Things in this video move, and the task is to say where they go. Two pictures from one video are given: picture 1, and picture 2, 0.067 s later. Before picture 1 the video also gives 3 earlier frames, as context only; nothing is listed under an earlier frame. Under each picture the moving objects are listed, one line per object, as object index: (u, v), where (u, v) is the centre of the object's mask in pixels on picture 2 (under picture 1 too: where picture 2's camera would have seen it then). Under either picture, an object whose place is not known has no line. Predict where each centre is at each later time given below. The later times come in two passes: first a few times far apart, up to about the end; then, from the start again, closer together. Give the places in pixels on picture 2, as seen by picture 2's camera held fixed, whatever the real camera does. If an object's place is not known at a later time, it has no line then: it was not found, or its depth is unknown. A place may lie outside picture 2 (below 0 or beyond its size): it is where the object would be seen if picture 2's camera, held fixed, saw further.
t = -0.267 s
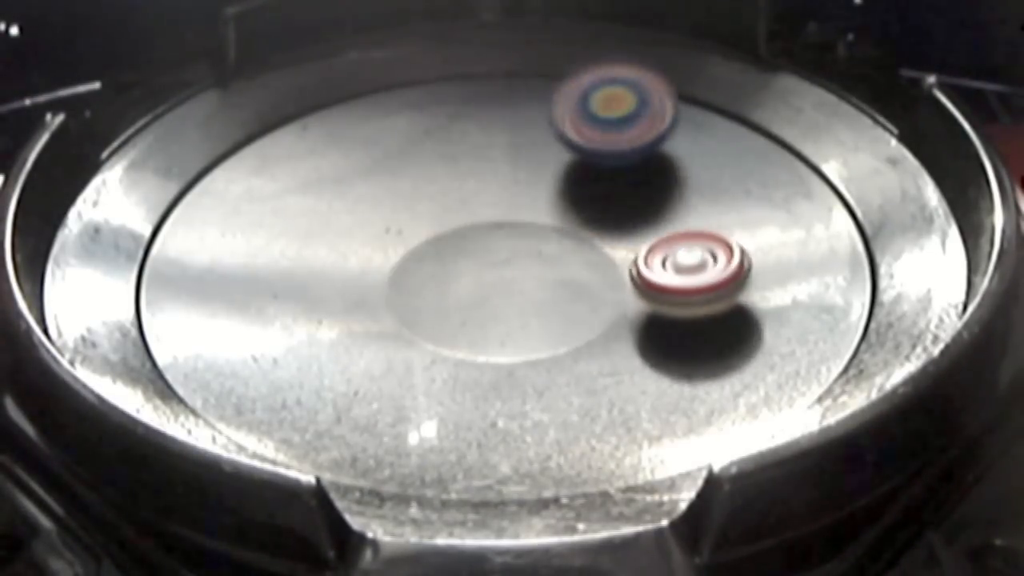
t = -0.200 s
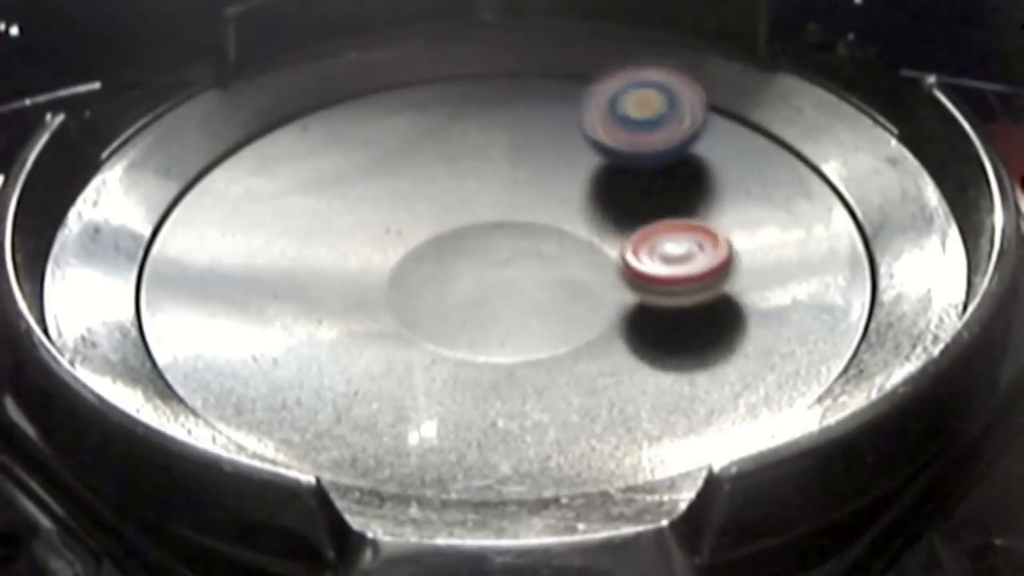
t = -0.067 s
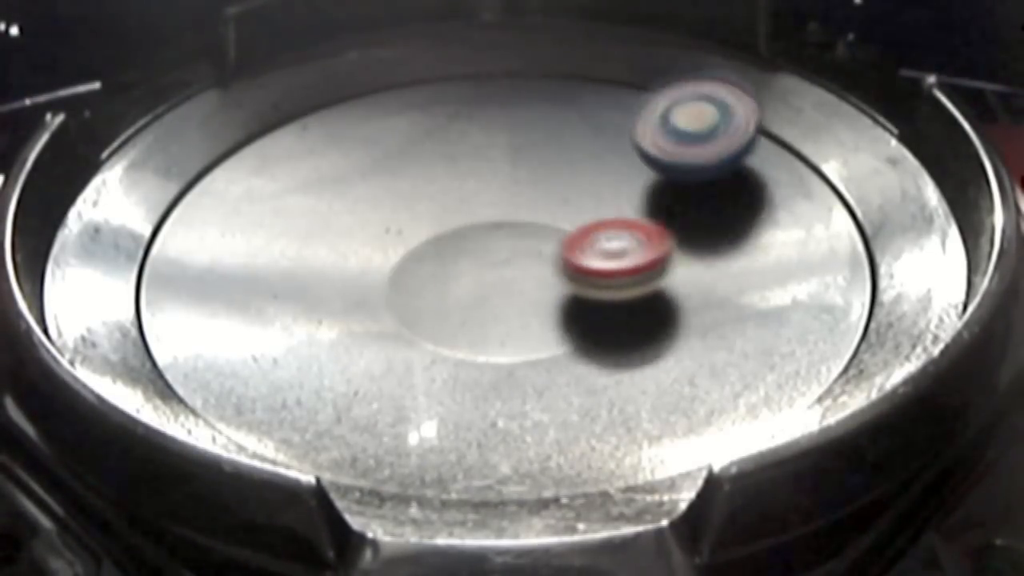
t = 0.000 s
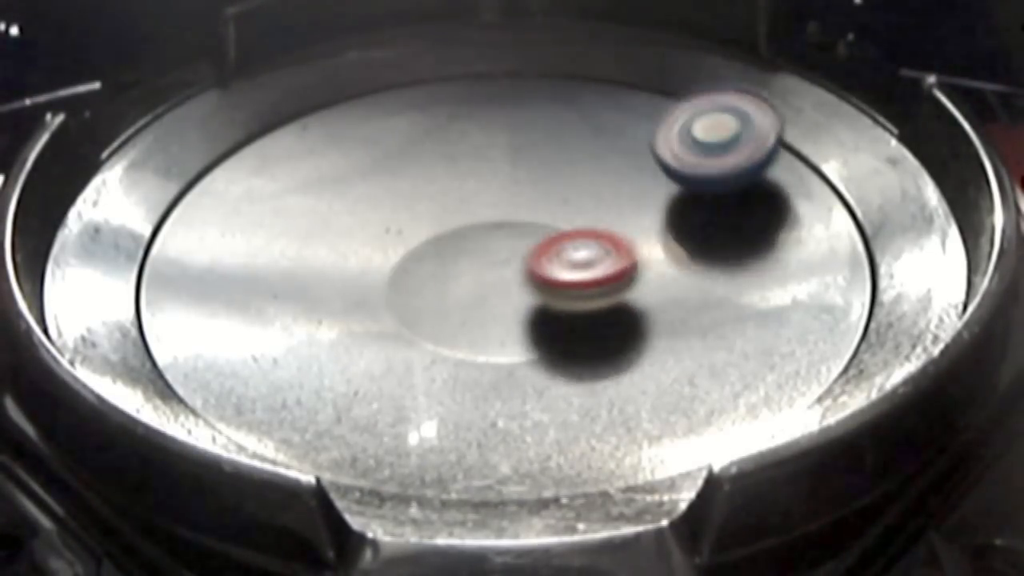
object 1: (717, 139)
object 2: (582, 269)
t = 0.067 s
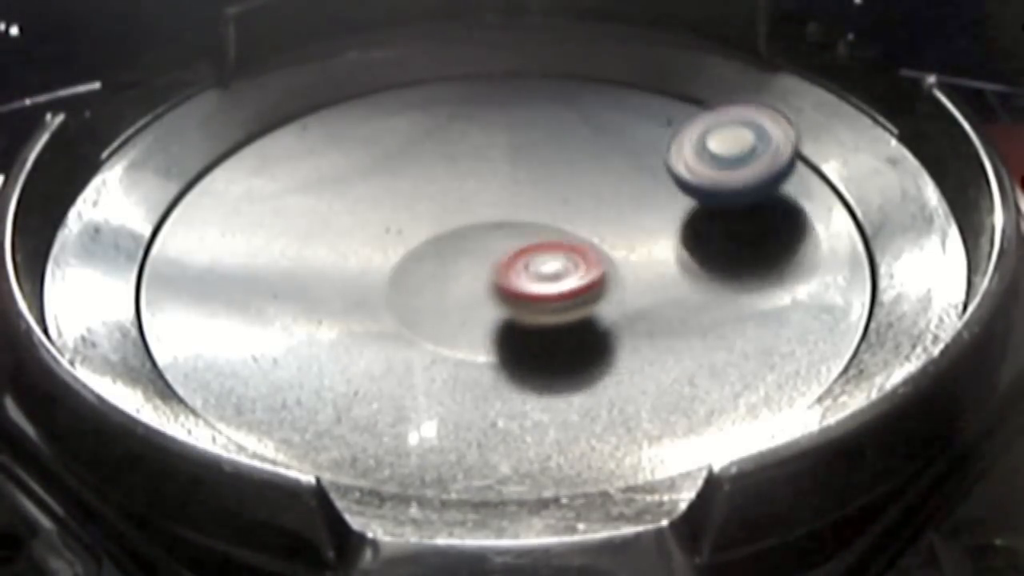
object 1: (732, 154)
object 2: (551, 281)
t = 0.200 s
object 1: (746, 190)
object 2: (490, 311)
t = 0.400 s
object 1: (722, 254)
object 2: (470, 347)
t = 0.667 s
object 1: (684, 324)
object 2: (491, 314)
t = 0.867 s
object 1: (681, 322)
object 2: (407, 264)
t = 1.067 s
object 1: (597, 320)
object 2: (331, 237)
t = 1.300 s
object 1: (456, 301)
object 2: (321, 247)
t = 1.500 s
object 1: (496, 412)
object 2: (342, 169)
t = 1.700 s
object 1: (643, 394)
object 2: (344, 107)
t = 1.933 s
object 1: (650, 316)
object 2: (387, 75)
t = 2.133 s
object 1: (621, 249)
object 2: (459, 94)
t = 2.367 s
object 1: (622, 183)
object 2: (542, 133)
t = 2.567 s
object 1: (714, 292)
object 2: (584, 107)
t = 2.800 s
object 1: (707, 320)
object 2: (603, 145)
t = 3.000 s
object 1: (624, 341)
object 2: (610, 197)
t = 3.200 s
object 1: (529, 315)
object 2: (599, 247)
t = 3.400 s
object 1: (431, 278)
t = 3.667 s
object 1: (458, 212)
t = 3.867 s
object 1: (526, 193)
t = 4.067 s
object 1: (586, 216)
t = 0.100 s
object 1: (738, 162)
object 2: (535, 289)
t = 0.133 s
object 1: (742, 172)
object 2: (519, 296)
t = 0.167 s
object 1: (744, 181)
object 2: (504, 304)
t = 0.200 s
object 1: (746, 190)
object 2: (490, 311)
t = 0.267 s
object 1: (744, 211)
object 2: (466, 325)
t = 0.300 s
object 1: (739, 223)
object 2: (461, 332)
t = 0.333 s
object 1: (734, 232)
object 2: (462, 339)
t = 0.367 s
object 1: (729, 244)
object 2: (465, 344)
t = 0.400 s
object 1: (722, 254)
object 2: (470, 347)
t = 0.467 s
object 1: (704, 274)
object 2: (485, 350)
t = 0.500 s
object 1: (694, 285)
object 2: (494, 349)
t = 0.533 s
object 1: (681, 295)
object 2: (502, 345)
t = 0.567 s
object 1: (669, 304)
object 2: (509, 339)
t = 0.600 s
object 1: (658, 313)
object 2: (511, 334)
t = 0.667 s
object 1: (684, 324)
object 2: (491, 314)
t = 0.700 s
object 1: (691, 329)
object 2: (477, 305)
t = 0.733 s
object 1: (693, 330)
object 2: (463, 297)
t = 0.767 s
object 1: (692, 327)
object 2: (448, 288)
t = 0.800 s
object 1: (691, 324)
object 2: (435, 280)
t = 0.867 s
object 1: (681, 322)
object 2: (407, 264)
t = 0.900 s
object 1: (674, 322)
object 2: (394, 257)
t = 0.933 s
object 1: (663, 323)
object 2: (381, 250)
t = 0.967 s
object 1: (650, 323)
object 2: (368, 245)
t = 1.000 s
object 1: (636, 322)
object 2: (354, 242)
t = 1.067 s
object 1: (597, 320)
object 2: (331, 237)
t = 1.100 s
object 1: (578, 319)
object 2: (322, 237)
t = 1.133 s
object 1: (554, 316)
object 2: (315, 238)
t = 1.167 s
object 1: (538, 314)
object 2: (310, 239)
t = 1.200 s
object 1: (517, 312)
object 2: (308, 241)
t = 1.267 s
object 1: (478, 306)
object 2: (314, 245)
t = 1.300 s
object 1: (456, 301)
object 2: (321, 247)
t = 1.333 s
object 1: (437, 296)
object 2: (329, 247)
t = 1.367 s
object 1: (424, 291)
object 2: (336, 243)
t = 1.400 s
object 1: (428, 317)
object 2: (343, 223)
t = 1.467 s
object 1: (472, 393)
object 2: (344, 182)
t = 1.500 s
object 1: (496, 412)
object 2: (342, 169)
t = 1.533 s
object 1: (526, 424)
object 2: (340, 158)
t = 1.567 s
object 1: (559, 426)
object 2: (340, 146)
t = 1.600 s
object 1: (587, 424)
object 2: (340, 136)
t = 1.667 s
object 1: (628, 404)
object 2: (342, 116)
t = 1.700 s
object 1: (643, 394)
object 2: (344, 107)
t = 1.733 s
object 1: (657, 385)
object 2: (347, 99)
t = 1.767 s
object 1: (663, 373)
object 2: (351, 93)
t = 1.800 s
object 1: (665, 362)
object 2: (356, 87)
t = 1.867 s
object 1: (660, 338)
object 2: (369, 79)
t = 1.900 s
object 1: (654, 326)
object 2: (378, 76)
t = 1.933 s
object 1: (650, 316)
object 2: (387, 75)
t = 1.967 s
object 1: (644, 306)
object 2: (397, 75)
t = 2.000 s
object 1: (638, 295)
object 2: (408, 78)
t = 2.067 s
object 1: (628, 271)
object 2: (432, 85)
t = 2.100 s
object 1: (624, 259)
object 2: (445, 89)
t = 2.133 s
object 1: (621, 249)
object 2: (459, 94)
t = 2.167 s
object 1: (620, 238)
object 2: (472, 99)
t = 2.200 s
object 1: (618, 228)
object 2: (485, 105)
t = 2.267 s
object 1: (619, 208)
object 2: (511, 118)
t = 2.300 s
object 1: (620, 199)
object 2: (523, 124)
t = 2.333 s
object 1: (620, 189)
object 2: (534, 129)
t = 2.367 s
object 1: (622, 183)
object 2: (542, 133)
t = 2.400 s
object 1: (637, 197)
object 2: (552, 122)
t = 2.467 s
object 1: (685, 247)
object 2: (569, 110)
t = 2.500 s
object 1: (698, 265)
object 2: (575, 108)
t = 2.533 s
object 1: (708, 280)
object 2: (579, 108)
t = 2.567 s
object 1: (714, 292)
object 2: (584, 107)
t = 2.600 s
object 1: (717, 300)
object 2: (587, 109)
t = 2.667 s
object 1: (717, 308)
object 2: (594, 118)
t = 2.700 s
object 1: (717, 309)
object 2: (595, 123)
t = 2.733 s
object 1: (716, 312)
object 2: (598, 131)
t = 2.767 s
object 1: (712, 315)
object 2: (601, 137)
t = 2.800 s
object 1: (707, 320)
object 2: (603, 145)
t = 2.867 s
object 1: (690, 329)
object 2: (606, 161)
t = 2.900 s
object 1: (674, 333)
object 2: (608, 171)
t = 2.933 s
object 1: (660, 336)
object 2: (609, 180)
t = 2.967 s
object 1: (642, 340)
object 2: (609, 188)
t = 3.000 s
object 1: (624, 341)
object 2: (610, 197)
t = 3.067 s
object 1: (587, 337)
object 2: (607, 214)
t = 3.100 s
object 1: (570, 334)
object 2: (606, 223)
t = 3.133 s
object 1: (556, 328)
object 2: (603, 231)
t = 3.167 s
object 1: (540, 322)
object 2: (601, 241)
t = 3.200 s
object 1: (529, 315)
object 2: (599, 247)
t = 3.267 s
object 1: (475, 308)
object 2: (601, 260)
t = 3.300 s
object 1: (455, 304)
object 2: (598, 267)
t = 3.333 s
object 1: (442, 297)
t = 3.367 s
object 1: (437, 287)
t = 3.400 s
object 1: (431, 278)
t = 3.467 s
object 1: (428, 259)
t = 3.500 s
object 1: (429, 251)
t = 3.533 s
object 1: (431, 242)
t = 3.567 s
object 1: (436, 234)
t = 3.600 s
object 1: (442, 226)
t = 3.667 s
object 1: (458, 212)
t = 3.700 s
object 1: (469, 207)
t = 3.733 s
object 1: (478, 202)
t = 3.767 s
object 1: (490, 199)
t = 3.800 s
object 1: (501, 195)
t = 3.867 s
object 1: (526, 193)
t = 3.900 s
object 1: (540, 194)
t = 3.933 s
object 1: (550, 196)
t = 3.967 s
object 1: (563, 198)
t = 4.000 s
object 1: (572, 204)
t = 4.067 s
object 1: (586, 216)
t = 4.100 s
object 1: (592, 221)
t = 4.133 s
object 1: (596, 229)
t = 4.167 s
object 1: (598, 234)
